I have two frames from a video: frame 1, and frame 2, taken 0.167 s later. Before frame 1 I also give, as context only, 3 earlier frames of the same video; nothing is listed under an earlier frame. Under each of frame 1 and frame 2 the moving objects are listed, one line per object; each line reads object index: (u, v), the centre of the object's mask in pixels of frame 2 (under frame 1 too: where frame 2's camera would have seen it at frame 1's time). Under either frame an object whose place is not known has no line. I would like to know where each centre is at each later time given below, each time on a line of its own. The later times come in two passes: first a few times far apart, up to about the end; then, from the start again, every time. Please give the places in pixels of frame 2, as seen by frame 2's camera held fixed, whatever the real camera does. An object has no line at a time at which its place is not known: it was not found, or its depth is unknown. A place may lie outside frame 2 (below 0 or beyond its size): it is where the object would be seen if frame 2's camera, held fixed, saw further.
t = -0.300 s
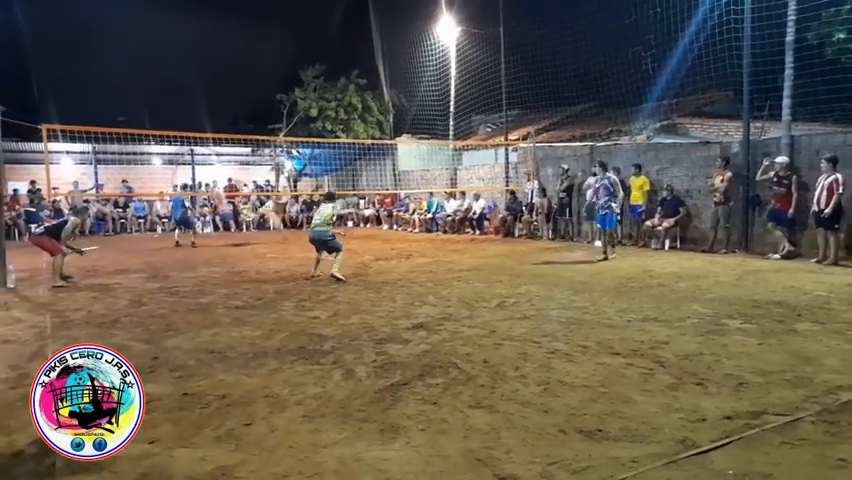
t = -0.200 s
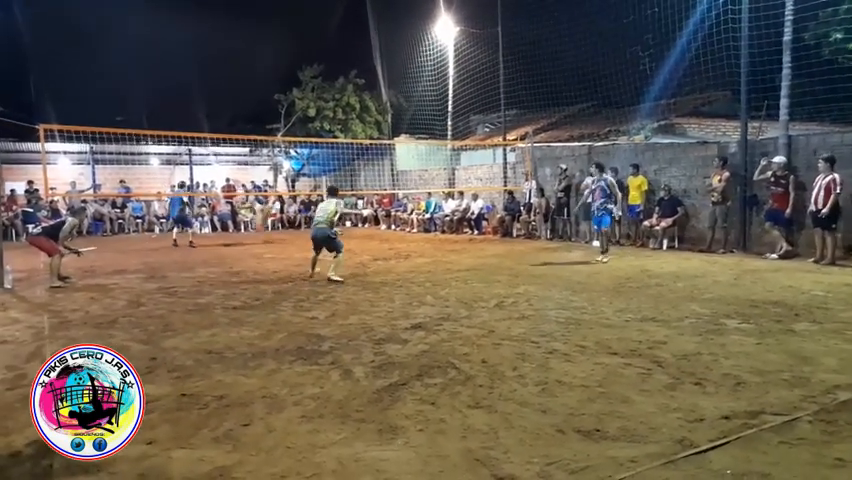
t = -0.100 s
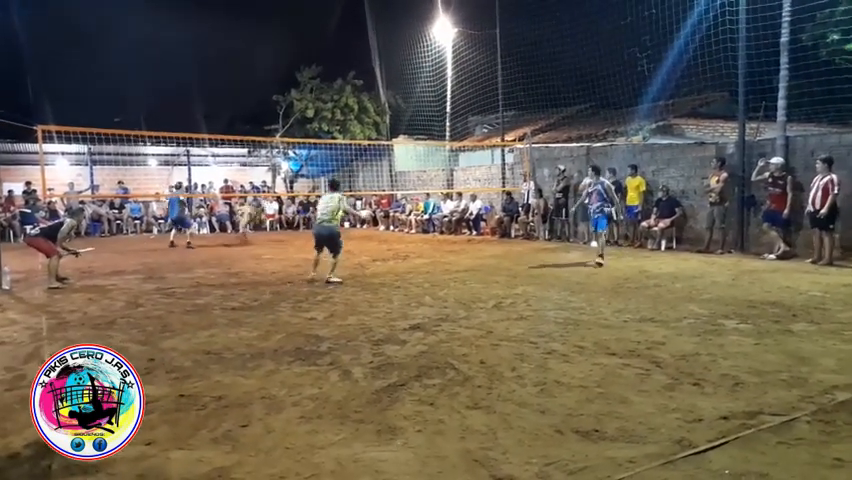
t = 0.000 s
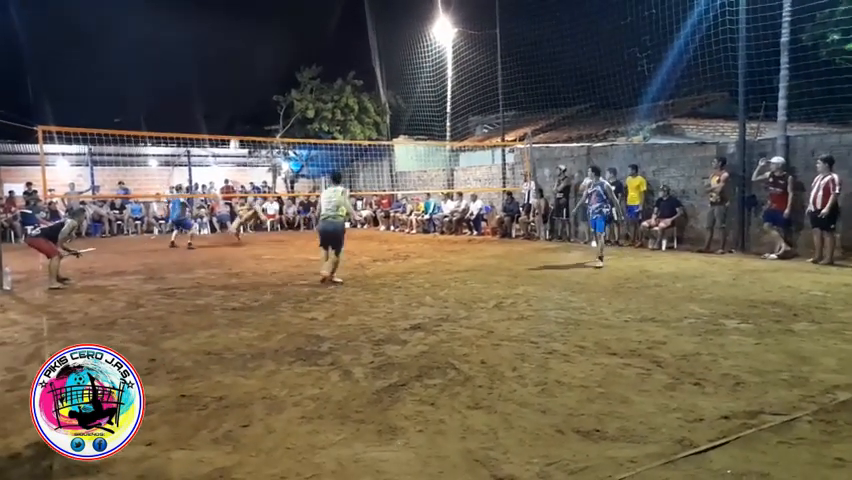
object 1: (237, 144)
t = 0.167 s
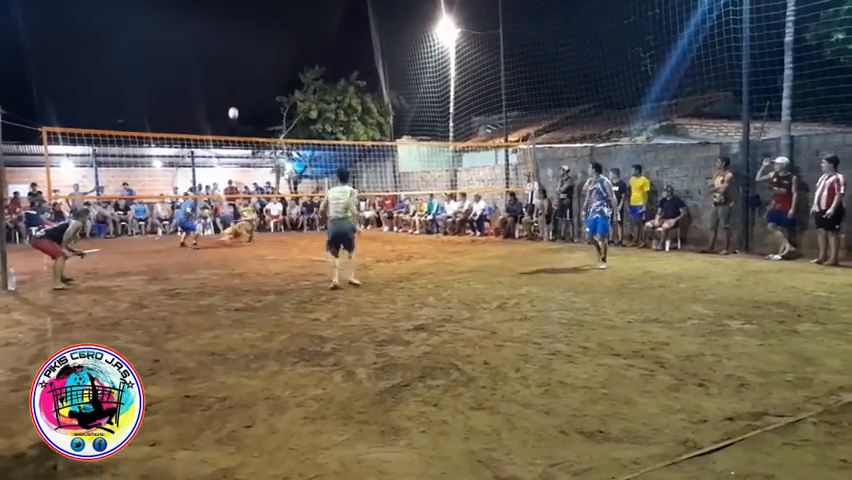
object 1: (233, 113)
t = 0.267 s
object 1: (231, 98)
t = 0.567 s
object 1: (225, 73)
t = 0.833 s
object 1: (222, 82)
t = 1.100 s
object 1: (221, 125)
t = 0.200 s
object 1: (232, 107)
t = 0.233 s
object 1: (232, 102)
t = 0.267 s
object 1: (231, 98)
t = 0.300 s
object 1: (230, 93)
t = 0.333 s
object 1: (229, 89)
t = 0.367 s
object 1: (229, 86)
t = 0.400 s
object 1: (228, 82)
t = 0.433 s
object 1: (228, 80)
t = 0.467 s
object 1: (227, 77)
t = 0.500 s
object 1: (226, 75)
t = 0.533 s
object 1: (226, 73)
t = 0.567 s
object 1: (225, 73)
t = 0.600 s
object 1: (225, 72)
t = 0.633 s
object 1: (224, 72)
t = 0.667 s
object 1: (224, 72)
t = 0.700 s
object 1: (224, 73)
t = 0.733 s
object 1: (223, 75)
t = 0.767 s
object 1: (223, 76)
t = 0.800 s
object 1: (223, 79)
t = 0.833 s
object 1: (222, 82)
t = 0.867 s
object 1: (222, 85)
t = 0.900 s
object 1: (221, 89)
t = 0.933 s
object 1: (221, 94)
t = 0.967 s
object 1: (221, 99)
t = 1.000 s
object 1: (221, 105)
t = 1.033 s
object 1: (221, 111)
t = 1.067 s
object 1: (221, 118)
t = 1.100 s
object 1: (221, 125)
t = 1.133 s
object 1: (221, 131)
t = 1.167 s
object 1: (221, 142)
